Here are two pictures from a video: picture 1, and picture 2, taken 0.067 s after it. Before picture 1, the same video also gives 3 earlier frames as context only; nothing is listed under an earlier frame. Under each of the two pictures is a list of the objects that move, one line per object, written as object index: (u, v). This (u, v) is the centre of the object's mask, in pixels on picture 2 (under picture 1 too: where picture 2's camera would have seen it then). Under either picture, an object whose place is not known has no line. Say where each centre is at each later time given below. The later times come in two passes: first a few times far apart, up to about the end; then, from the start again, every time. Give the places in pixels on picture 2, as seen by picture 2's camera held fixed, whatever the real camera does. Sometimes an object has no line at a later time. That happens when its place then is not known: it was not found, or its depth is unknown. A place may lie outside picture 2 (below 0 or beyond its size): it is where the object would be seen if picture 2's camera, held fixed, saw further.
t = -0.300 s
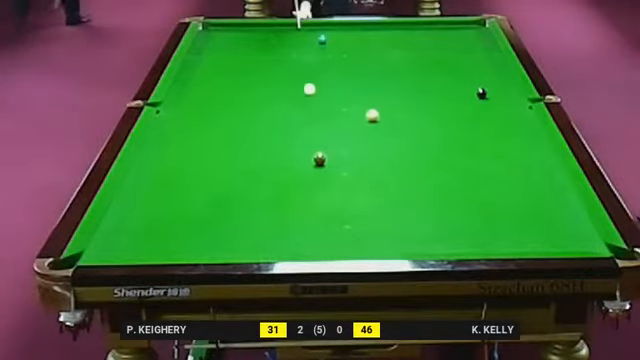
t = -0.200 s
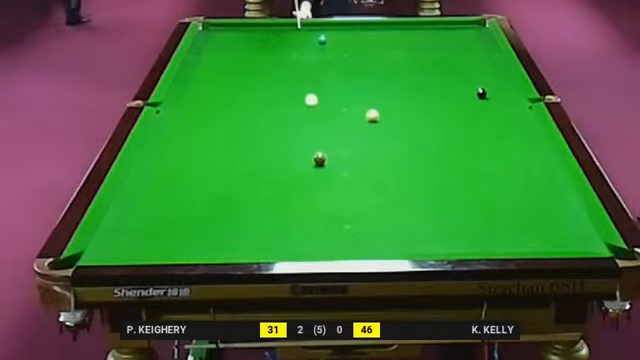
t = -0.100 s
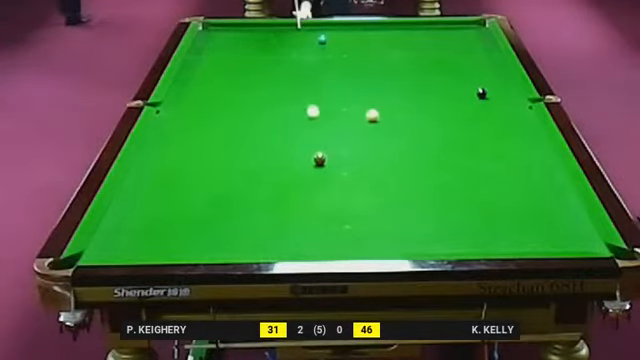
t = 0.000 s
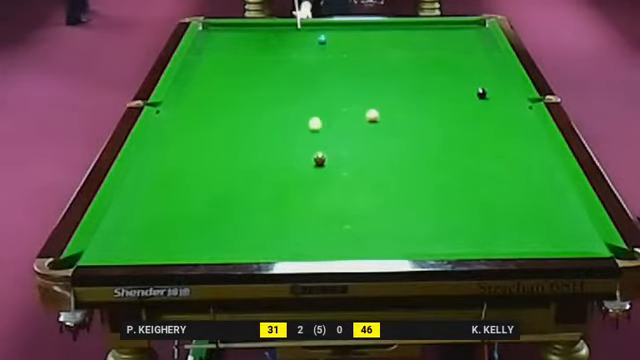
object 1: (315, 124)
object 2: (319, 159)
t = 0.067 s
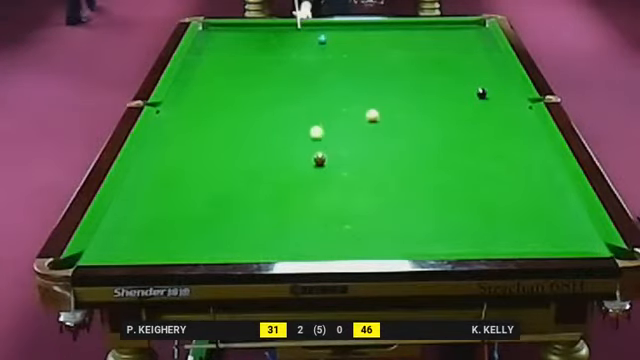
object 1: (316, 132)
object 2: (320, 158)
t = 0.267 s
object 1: (321, 154)
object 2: (319, 164)
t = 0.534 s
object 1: (331, 163)
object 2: (315, 197)
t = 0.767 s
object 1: (340, 173)
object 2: (312, 225)
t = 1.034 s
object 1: (349, 183)
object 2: (309, 247)
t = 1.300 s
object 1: (359, 193)
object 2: (309, 226)
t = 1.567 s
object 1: (367, 203)
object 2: (310, 205)
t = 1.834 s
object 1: (376, 212)
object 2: (309, 186)
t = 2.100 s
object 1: (384, 221)
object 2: (309, 170)
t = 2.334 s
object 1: (390, 228)
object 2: (309, 157)
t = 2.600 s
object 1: (397, 237)
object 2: (309, 145)
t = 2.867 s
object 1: (403, 243)
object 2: (309, 133)
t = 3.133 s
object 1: (409, 248)
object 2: (309, 123)
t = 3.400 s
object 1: (412, 248)
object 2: (310, 114)
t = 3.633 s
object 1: (414, 246)
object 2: (310, 107)
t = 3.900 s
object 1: (415, 244)
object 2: (310, 99)
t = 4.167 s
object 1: (416, 243)
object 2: (311, 93)
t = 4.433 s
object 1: (417, 243)
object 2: (311, 87)
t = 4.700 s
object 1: (417, 243)
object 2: (311, 81)
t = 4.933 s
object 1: (417, 243)
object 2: (311, 77)
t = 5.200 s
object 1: (417, 243)
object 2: (311, 73)
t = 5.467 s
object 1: (416, 243)
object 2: (311, 69)
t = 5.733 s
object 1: (417, 242)
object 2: (312, 66)
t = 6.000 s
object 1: (417, 243)
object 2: (312, 63)
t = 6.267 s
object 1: (417, 243)
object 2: (312, 61)
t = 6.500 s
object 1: (417, 243)
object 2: (313, 59)
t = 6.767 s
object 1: (417, 243)
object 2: (313, 57)
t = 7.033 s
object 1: (417, 243)
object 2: (314, 56)
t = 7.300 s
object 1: (417, 243)
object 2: (314, 55)
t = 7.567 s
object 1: (416, 243)
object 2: (314, 55)
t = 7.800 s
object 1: (417, 243)
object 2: (314, 55)
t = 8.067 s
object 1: (417, 243)
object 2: (314, 55)
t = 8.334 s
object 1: (416, 243)
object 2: (314, 54)
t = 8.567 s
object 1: (416, 243)
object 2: (314, 54)
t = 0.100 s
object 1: (317, 137)
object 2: (319, 159)
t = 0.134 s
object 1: (318, 141)
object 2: (320, 159)
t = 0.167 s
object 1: (319, 145)
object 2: (320, 159)
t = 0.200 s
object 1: (319, 149)
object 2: (320, 159)
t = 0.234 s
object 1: (320, 153)
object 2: (319, 161)
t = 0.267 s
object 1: (321, 154)
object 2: (319, 164)
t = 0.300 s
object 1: (323, 155)
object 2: (318, 169)
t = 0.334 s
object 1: (324, 156)
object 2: (318, 174)
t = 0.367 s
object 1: (326, 157)
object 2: (317, 178)
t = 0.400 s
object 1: (327, 158)
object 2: (317, 182)
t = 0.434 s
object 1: (328, 160)
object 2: (316, 185)
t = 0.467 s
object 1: (329, 161)
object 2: (316, 190)
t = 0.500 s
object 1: (330, 162)
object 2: (315, 194)
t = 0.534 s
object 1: (331, 163)
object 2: (315, 197)
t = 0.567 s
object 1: (333, 165)
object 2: (314, 201)
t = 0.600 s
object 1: (334, 167)
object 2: (314, 205)
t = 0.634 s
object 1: (335, 168)
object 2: (313, 209)
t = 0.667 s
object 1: (337, 169)
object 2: (313, 213)
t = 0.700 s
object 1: (338, 170)
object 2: (313, 217)
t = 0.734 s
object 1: (339, 172)
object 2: (312, 221)
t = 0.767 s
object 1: (340, 173)
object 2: (312, 225)
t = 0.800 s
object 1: (341, 174)
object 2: (312, 229)
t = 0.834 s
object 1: (342, 175)
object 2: (311, 234)
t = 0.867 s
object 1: (344, 177)
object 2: (311, 238)
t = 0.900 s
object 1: (345, 178)
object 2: (310, 242)
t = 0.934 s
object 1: (346, 179)
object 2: (309, 246)
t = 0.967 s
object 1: (347, 180)
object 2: (309, 248)
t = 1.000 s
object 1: (348, 182)
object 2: (309, 250)
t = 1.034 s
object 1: (349, 183)
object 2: (309, 247)
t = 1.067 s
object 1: (350, 184)
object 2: (309, 245)
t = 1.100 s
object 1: (352, 185)
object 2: (309, 244)
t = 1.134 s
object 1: (353, 187)
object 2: (309, 240)
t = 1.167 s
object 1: (354, 188)
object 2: (309, 237)
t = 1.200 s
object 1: (355, 189)
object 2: (309, 234)
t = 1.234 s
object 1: (356, 191)
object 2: (309, 231)
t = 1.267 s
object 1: (357, 191)
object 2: (309, 228)
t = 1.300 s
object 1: (359, 193)
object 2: (309, 226)
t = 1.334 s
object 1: (360, 194)
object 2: (309, 223)
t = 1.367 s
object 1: (361, 195)
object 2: (309, 220)
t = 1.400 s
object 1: (362, 197)
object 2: (309, 217)
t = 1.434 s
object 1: (363, 198)
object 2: (309, 215)
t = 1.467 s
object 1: (364, 199)
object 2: (309, 212)
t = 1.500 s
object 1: (365, 200)
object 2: (310, 210)
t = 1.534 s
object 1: (366, 202)
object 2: (309, 207)
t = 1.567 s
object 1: (367, 203)
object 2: (310, 205)
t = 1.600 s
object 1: (369, 204)
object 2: (310, 202)
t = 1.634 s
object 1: (369, 205)
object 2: (309, 200)
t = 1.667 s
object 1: (370, 206)
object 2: (309, 197)
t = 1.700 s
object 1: (371, 207)
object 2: (310, 195)
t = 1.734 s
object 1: (373, 209)
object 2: (309, 193)
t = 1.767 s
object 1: (374, 210)
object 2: (309, 190)
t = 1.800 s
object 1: (375, 210)
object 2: (309, 188)
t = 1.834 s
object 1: (376, 212)
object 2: (309, 186)
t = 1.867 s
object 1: (377, 213)
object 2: (309, 184)
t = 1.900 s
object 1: (378, 214)
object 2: (309, 182)
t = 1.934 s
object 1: (379, 215)
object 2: (309, 180)
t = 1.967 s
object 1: (380, 217)
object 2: (309, 178)
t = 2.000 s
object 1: (381, 217)
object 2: (309, 176)
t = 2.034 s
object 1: (382, 219)
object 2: (309, 174)
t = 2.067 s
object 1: (383, 220)
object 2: (309, 172)
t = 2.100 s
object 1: (384, 221)
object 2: (309, 170)
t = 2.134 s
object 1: (385, 223)
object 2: (309, 168)
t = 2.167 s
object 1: (386, 223)
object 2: (309, 166)
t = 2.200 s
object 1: (387, 225)
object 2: (309, 164)
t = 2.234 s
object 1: (388, 225)
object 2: (309, 163)
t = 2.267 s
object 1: (388, 227)
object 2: (309, 161)
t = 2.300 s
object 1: (389, 227)
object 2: (309, 159)
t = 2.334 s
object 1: (390, 228)
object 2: (309, 157)
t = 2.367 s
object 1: (391, 229)
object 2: (309, 156)
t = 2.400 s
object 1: (392, 231)
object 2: (309, 154)
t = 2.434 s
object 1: (393, 232)
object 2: (309, 152)
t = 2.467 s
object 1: (394, 233)
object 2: (309, 151)
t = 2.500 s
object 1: (395, 233)
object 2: (309, 149)
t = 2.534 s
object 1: (396, 235)
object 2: (309, 148)
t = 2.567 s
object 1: (396, 236)
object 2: (309, 146)
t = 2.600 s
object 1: (397, 237)
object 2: (309, 145)
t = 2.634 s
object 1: (398, 237)
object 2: (309, 143)
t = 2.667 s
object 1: (399, 239)
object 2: (309, 142)
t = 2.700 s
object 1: (400, 239)
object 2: (310, 140)
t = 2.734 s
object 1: (400, 240)
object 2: (310, 139)
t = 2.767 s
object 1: (401, 241)
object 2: (310, 137)
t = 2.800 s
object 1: (402, 242)
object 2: (309, 136)
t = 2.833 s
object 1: (403, 242)
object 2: (309, 135)
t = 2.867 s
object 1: (403, 243)
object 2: (309, 133)
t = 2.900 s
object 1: (404, 244)
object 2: (309, 132)
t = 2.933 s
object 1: (405, 244)
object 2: (309, 131)
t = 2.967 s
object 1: (406, 245)
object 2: (309, 130)
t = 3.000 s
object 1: (406, 246)
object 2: (309, 128)
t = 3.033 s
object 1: (407, 246)
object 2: (309, 127)
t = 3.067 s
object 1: (408, 247)
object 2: (309, 126)
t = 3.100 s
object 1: (408, 247)
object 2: (309, 124)
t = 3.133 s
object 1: (409, 248)
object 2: (309, 123)
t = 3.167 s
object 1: (409, 248)
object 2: (310, 122)
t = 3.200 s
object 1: (410, 249)
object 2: (310, 121)
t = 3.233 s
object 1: (411, 249)
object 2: (310, 120)
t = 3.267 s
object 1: (411, 249)
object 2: (310, 119)
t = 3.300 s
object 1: (412, 249)
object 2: (310, 118)
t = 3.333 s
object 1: (412, 249)
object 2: (310, 116)
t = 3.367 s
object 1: (412, 248)
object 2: (310, 115)
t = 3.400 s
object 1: (412, 248)
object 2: (310, 114)
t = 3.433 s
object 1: (413, 247)
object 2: (310, 113)
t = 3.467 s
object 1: (413, 247)
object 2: (310, 112)
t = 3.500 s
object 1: (413, 247)
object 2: (310, 111)
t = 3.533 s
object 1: (413, 247)
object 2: (310, 110)
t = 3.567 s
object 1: (414, 245)
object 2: (310, 109)
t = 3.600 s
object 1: (414, 245)
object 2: (310, 108)
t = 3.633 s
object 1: (414, 246)
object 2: (310, 107)
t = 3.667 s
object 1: (414, 245)
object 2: (310, 106)
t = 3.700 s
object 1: (414, 245)
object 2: (310, 105)
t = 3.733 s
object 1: (414, 245)
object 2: (310, 104)
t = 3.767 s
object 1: (415, 244)
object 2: (310, 103)
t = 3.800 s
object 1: (415, 244)
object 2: (310, 102)
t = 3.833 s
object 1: (415, 245)
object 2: (310, 101)
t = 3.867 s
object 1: (415, 244)
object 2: (310, 100)
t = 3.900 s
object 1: (415, 244)
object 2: (310, 99)
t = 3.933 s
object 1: (415, 244)
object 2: (310, 99)
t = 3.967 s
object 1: (415, 244)
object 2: (310, 98)
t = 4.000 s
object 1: (416, 243)
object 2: (311, 97)
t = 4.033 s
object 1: (416, 243)
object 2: (311, 96)
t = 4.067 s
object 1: (416, 243)
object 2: (310, 95)
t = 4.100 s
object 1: (416, 243)
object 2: (311, 94)
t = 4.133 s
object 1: (416, 243)
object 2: (311, 93)
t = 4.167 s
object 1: (416, 243)
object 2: (311, 93)
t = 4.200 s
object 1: (416, 243)
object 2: (310, 92)
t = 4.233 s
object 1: (416, 243)
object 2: (311, 91)
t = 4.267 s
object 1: (416, 243)
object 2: (311, 90)
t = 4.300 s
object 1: (416, 243)
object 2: (311, 90)
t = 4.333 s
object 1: (416, 243)
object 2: (311, 89)
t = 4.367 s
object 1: (416, 243)
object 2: (311, 88)
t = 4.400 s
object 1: (417, 243)
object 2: (311, 88)
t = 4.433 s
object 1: (417, 243)
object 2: (311, 87)
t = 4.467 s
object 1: (417, 243)
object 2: (311, 86)
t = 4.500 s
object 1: (417, 243)
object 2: (311, 86)
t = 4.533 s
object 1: (417, 243)
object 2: (311, 85)
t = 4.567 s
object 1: (417, 243)
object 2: (311, 84)
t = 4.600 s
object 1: (417, 243)
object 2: (311, 83)
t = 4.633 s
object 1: (417, 243)
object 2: (311, 83)
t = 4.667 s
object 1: (417, 243)
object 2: (311, 82)
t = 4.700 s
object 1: (417, 243)
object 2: (311, 81)
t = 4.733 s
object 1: (417, 243)
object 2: (311, 81)
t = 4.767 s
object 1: (417, 242)
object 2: (311, 80)
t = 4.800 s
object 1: (417, 243)
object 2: (311, 80)
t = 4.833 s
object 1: (417, 243)
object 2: (311, 79)
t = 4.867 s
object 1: (417, 243)
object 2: (311, 79)
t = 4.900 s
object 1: (417, 243)
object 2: (311, 78)
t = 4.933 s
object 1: (417, 243)
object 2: (311, 77)
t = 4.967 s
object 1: (416, 243)
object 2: (311, 77)
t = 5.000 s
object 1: (417, 243)
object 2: (311, 76)
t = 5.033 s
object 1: (417, 242)
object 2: (311, 76)
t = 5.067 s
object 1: (417, 243)
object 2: (311, 75)
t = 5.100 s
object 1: (417, 243)
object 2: (311, 75)
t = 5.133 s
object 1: (417, 243)
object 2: (311, 74)
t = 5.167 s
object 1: (417, 243)
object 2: (311, 74)
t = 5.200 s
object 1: (417, 243)
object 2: (311, 73)
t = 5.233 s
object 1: (416, 243)
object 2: (311, 73)
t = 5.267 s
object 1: (417, 243)
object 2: (311, 72)
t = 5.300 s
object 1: (417, 243)
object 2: (311, 72)
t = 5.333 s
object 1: (417, 243)
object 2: (311, 71)
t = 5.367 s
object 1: (416, 243)
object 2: (311, 71)
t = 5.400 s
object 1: (417, 243)
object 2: (311, 70)
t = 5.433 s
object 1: (417, 243)
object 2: (311, 70)
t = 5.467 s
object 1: (416, 243)
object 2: (311, 69)
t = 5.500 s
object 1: (416, 243)
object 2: (312, 69)
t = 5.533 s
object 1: (417, 243)
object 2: (311, 68)
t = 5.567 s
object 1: (416, 243)
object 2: (311, 68)
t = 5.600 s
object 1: (416, 243)
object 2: (312, 68)
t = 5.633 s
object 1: (416, 243)
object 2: (312, 68)
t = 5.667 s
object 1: (416, 243)
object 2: (312, 67)
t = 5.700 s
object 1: (416, 242)
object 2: (312, 66)
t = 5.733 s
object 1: (417, 242)
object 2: (312, 66)
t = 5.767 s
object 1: (416, 242)
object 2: (312, 66)
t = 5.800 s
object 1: (417, 243)
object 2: (312, 65)
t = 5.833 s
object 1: (417, 243)
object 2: (312, 65)
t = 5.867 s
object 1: (417, 243)
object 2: (312, 65)
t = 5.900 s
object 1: (417, 243)
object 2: (312, 65)
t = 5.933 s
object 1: (417, 243)
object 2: (312, 64)
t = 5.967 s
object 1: (416, 243)
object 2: (312, 64)
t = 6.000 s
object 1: (417, 243)
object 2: (312, 63)
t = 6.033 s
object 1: (417, 242)
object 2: (312, 63)
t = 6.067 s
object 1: (417, 242)
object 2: (312, 62)
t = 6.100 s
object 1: (417, 243)
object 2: (312, 62)
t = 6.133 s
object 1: (417, 243)
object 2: (312, 62)
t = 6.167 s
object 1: (417, 243)
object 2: (312, 62)
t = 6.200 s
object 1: (417, 243)
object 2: (312, 62)
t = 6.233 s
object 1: (416, 243)
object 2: (312, 61)
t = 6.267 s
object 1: (417, 243)
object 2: (312, 61)
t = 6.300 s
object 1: (416, 243)
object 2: (312, 60)
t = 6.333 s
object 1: (416, 243)
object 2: (312, 60)
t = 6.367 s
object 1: (417, 243)
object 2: (312, 60)
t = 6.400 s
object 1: (417, 243)
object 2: (313, 60)
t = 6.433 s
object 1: (417, 243)
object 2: (313, 60)
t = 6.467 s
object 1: (417, 243)
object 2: (313, 59)
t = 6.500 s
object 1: (417, 243)
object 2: (313, 59)
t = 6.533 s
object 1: (417, 243)
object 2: (313, 59)
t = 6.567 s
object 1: (417, 243)
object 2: (313, 59)
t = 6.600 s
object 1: (417, 243)
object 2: (313, 58)
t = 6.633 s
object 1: (417, 243)
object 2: (313, 58)
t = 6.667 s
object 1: (417, 243)
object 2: (313, 58)
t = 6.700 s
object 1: (417, 243)
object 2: (313, 58)
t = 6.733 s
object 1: (417, 243)
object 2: (313, 57)
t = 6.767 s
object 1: (417, 243)
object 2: (313, 57)
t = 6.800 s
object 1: (417, 243)
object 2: (313, 57)
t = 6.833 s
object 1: (416, 243)
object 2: (313, 57)
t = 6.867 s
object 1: (417, 243)
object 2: (313, 57)
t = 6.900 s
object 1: (417, 243)
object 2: (313, 57)
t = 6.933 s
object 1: (417, 243)
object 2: (313, 57)
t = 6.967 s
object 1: (416, 243)
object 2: (314, 56)
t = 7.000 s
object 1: (416, 243)
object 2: (314, 56)
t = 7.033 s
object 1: (417, 243)
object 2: (314, 56)
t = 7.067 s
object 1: (416, 243)
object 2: (314, 56)
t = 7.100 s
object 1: (417, 243)
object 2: (314, 56)
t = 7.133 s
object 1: (417, 243)
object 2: (314, 56)
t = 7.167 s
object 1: (417, 243)
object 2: (314, 56)
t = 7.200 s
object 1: (417, 243)
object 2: (314, 55)
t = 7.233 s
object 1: (417, 243)
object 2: (314, 55)
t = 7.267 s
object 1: (417, 243)
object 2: (314, 55)
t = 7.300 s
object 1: (417, 243)
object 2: (314, 55)
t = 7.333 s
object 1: (417, 243)
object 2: (314, 55)
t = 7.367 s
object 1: (417, 243)
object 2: (314, 55)
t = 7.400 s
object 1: (417, 243)
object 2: (314, 55)
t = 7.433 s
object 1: (417, 243)
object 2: (314, 55)
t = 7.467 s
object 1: (417, 243)
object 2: (314, 55)
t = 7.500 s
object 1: (417, 243)
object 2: (314, 55)
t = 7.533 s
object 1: (417, 243)
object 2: (314, 55)
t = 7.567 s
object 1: (416, 243)
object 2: (314, 55)
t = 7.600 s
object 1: (417, 243)
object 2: (314, 55)
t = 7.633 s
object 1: (417, 243)
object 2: (314, 55)
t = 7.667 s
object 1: (416, 243)
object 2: (314, 55)
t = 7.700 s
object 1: (417, 243)
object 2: (314, 55)
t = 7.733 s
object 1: (417, 243)
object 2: (314, 55)
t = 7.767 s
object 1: (416, 243)
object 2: (314, 55)
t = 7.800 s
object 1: (417, 243)
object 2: (314, 55)
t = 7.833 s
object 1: (416, 243)
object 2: (314, 55)
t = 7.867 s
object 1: (417, 243)
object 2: (314, 55)
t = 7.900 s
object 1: (416, 243)
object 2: (314, 55)
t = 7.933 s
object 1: (416, 243)
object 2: (314, 55)
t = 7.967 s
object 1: (416, 243)
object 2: (314, 55)
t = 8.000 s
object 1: (416, 243)
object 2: (314, 55)
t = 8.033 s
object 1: (417, 243)
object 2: (314, 55)
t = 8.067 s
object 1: (417, 243)
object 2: (314, 55)
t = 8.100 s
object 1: (416, 243)
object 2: (314, 55)
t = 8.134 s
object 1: (416, 243)
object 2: (314, 54)
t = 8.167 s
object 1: (416, 243)
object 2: (314, 54)
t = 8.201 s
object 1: (416, 243)
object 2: (314, 54)
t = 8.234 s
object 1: (416, 243)
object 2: (314, 54)
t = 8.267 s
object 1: (416, 243)
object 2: (314, 54)
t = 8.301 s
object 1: (416, 243)
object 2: (314, 54)
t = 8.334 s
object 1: (416, 243)
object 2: (314, 54)
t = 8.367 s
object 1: (416, 243)
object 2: (314, 54)
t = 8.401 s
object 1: (416, 243)
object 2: (314, 54)
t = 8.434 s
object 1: (416, 243)
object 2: (314, 54)
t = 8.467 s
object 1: (416, 243)
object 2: (314, 54)
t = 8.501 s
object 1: (416, 243)
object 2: (314, 54)
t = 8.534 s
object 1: (416, 243)
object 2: (314, 54)
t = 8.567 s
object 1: (416, 243)
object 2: (314, 54)
